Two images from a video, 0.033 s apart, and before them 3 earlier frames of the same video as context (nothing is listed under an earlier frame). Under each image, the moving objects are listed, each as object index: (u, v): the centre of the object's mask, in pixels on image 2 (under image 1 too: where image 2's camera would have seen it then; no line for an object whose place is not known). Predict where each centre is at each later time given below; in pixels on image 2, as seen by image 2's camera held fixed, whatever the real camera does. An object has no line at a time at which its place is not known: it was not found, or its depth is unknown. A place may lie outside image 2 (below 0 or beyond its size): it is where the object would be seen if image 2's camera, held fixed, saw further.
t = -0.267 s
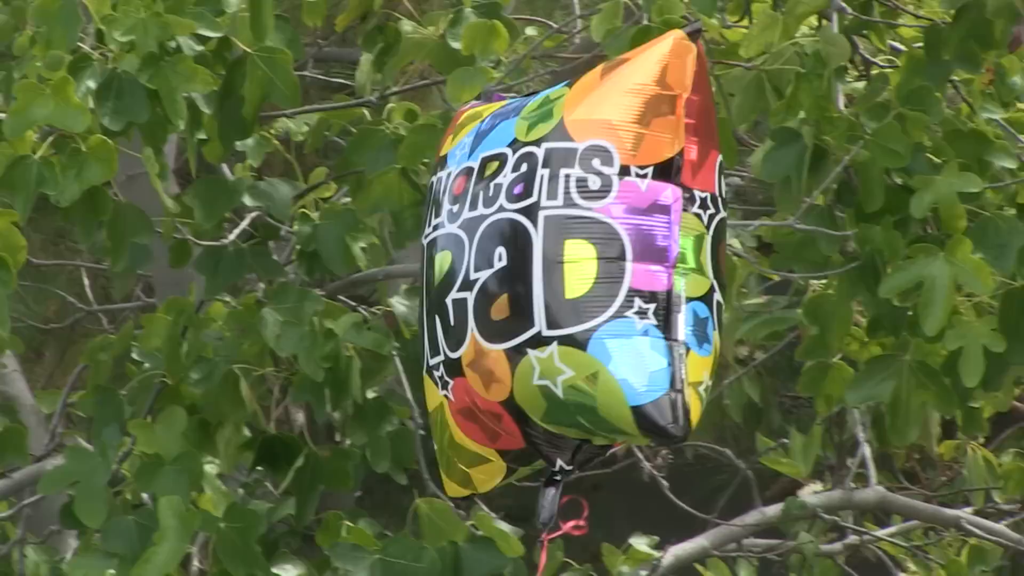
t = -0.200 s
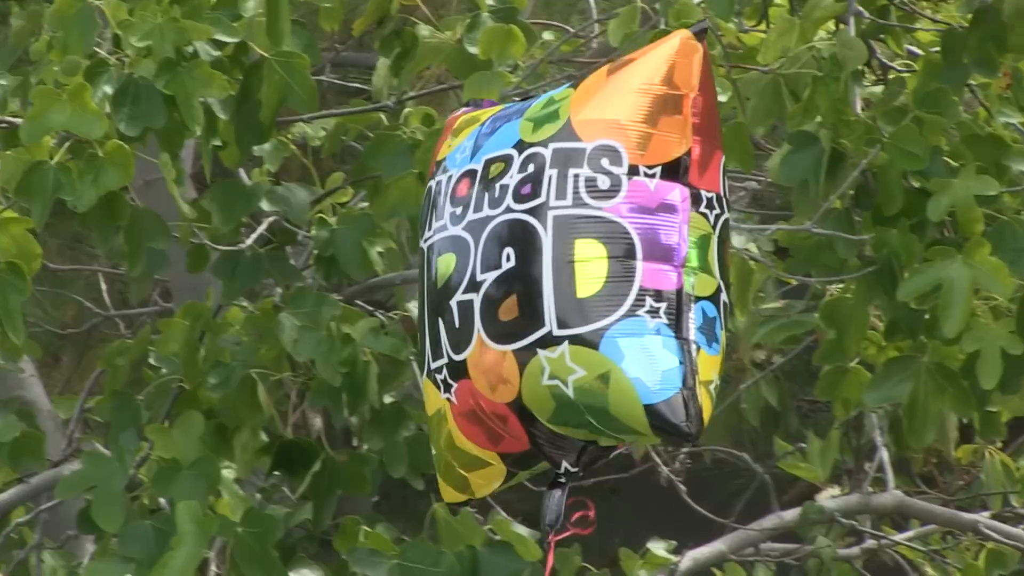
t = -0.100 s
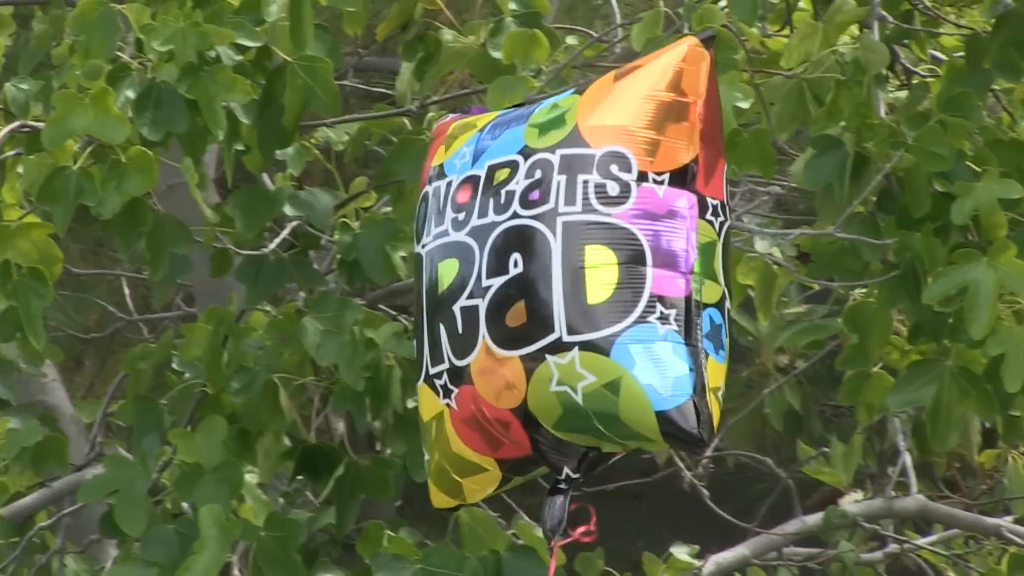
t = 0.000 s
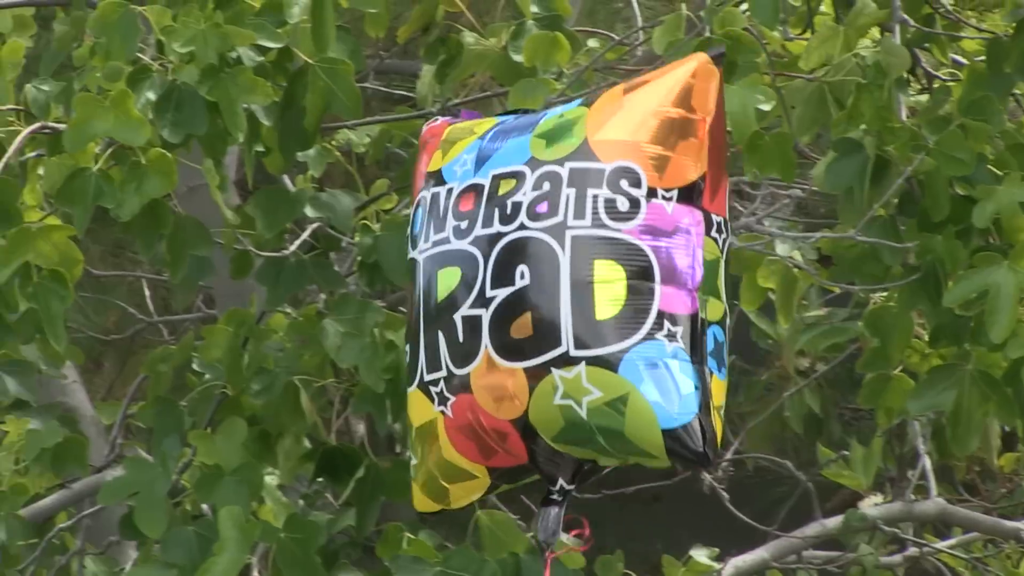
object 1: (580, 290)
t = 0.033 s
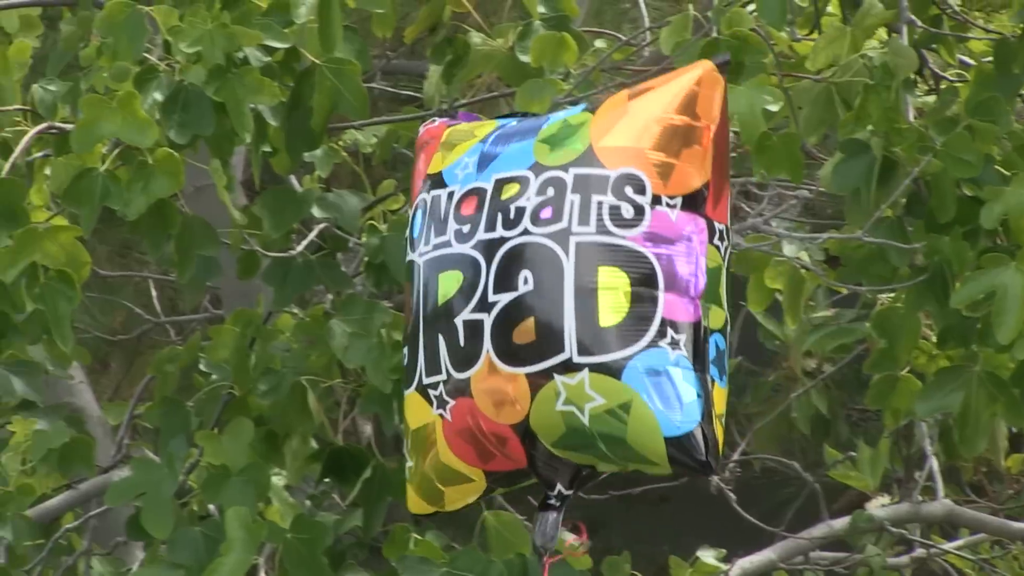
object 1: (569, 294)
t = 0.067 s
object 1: (559, 298)
